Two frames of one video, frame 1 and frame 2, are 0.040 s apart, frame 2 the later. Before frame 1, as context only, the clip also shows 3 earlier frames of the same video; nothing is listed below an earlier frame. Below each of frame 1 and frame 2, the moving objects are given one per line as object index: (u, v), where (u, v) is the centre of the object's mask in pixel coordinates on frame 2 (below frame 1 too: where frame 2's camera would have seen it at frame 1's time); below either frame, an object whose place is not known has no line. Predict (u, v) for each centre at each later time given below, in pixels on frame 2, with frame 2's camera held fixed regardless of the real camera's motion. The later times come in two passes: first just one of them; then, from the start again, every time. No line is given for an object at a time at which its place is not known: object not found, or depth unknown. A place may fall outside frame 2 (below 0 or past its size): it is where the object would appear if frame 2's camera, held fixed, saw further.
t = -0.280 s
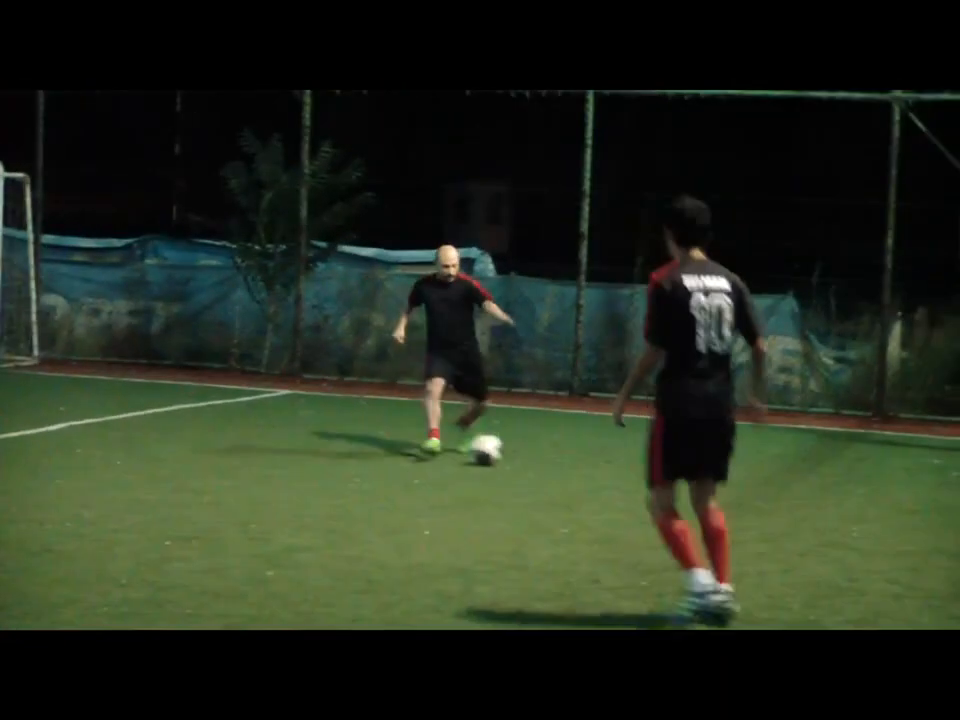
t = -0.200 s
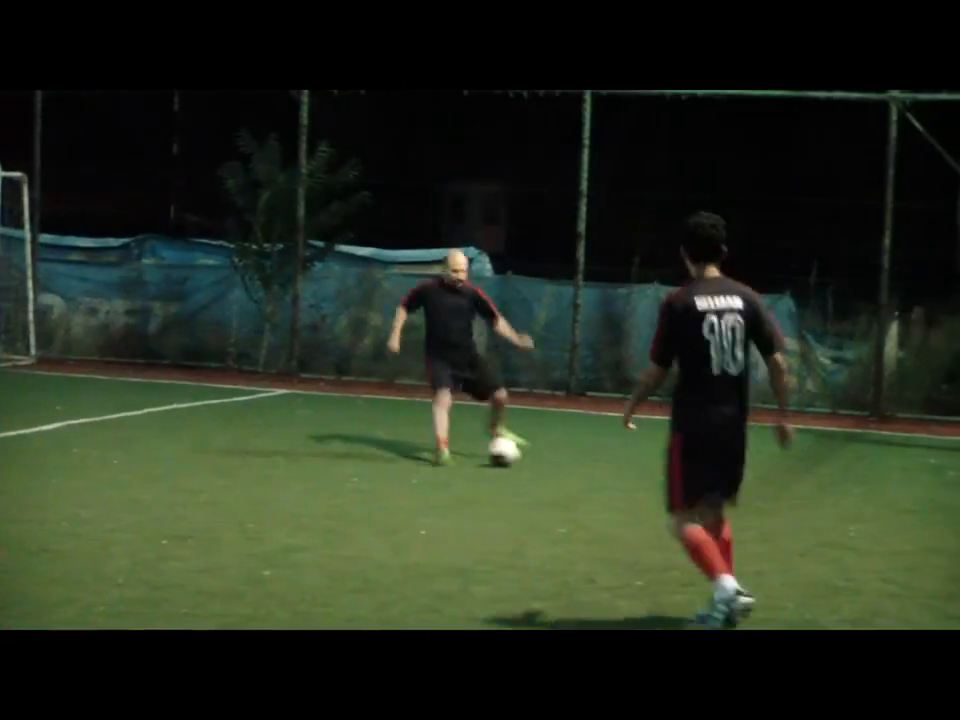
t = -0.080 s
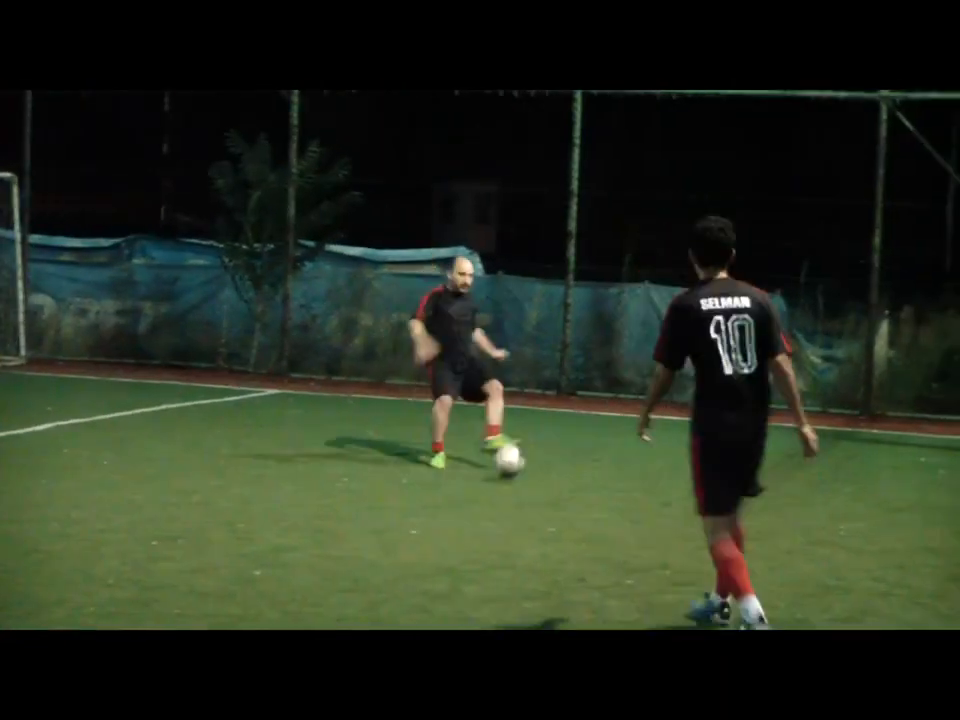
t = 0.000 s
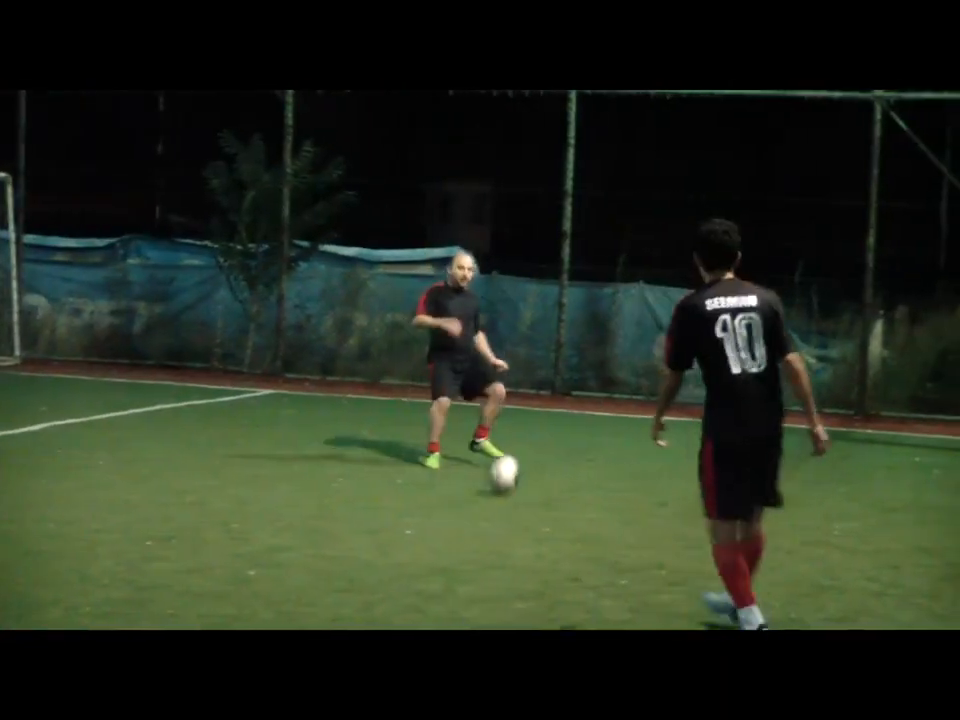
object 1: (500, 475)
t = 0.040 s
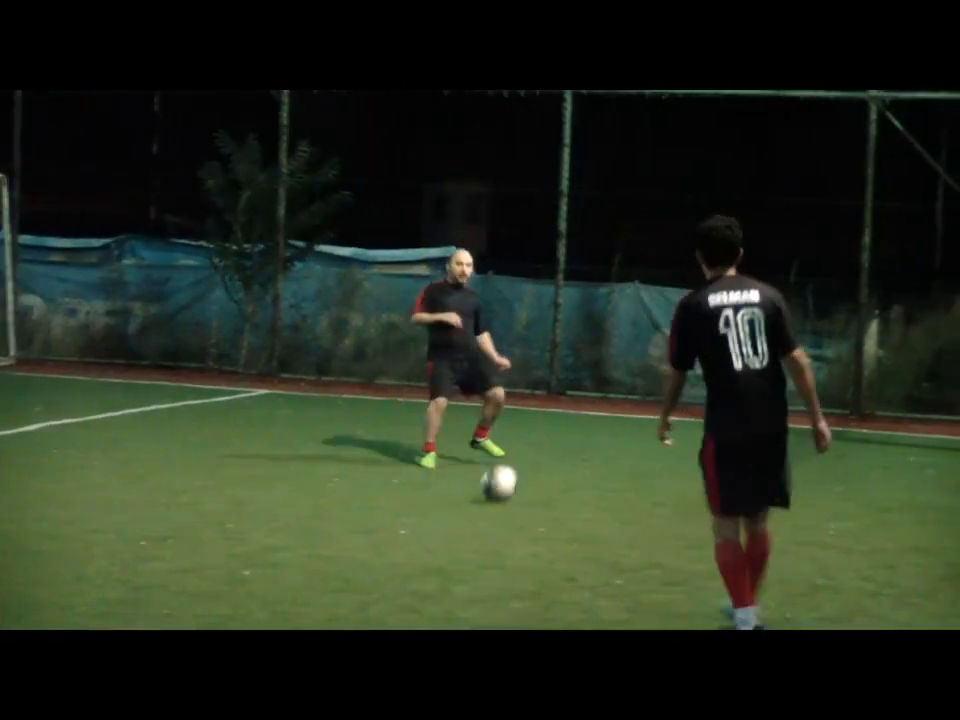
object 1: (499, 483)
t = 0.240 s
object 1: (503, 516)
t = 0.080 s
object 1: (501, 486)
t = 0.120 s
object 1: (499, 493)
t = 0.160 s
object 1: (501, 500)
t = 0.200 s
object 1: (501, 511)
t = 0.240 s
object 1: (503, 516)
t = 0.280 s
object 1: (501, 515)
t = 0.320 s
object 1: (502, 519)
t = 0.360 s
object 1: (501, 530)
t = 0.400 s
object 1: (502, 543)
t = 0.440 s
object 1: (504, 561)
